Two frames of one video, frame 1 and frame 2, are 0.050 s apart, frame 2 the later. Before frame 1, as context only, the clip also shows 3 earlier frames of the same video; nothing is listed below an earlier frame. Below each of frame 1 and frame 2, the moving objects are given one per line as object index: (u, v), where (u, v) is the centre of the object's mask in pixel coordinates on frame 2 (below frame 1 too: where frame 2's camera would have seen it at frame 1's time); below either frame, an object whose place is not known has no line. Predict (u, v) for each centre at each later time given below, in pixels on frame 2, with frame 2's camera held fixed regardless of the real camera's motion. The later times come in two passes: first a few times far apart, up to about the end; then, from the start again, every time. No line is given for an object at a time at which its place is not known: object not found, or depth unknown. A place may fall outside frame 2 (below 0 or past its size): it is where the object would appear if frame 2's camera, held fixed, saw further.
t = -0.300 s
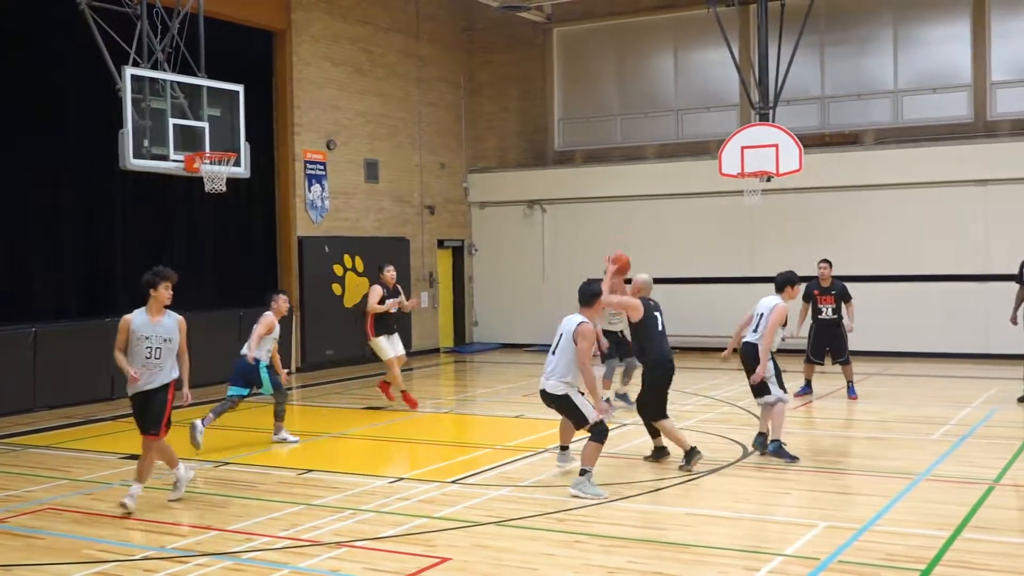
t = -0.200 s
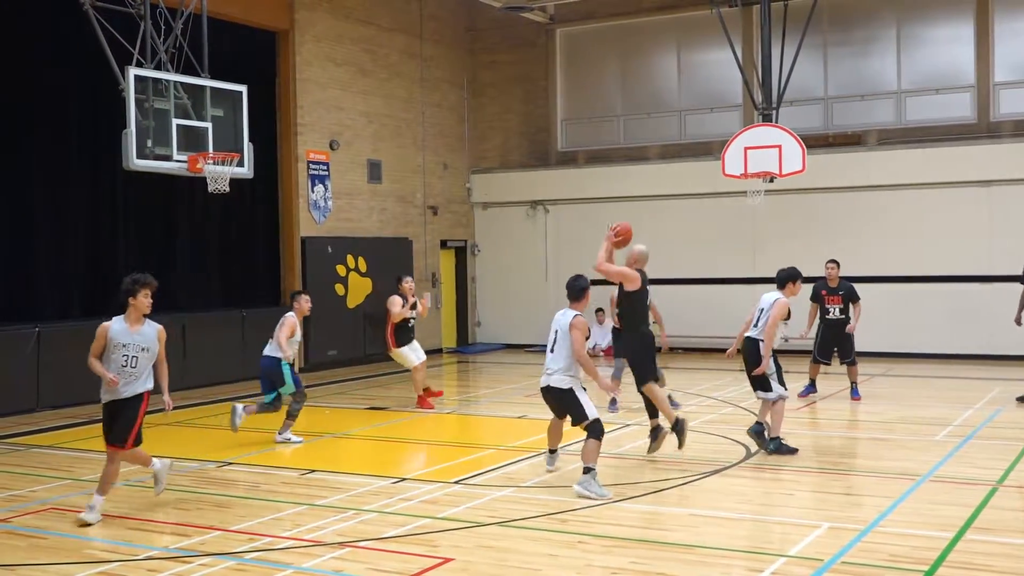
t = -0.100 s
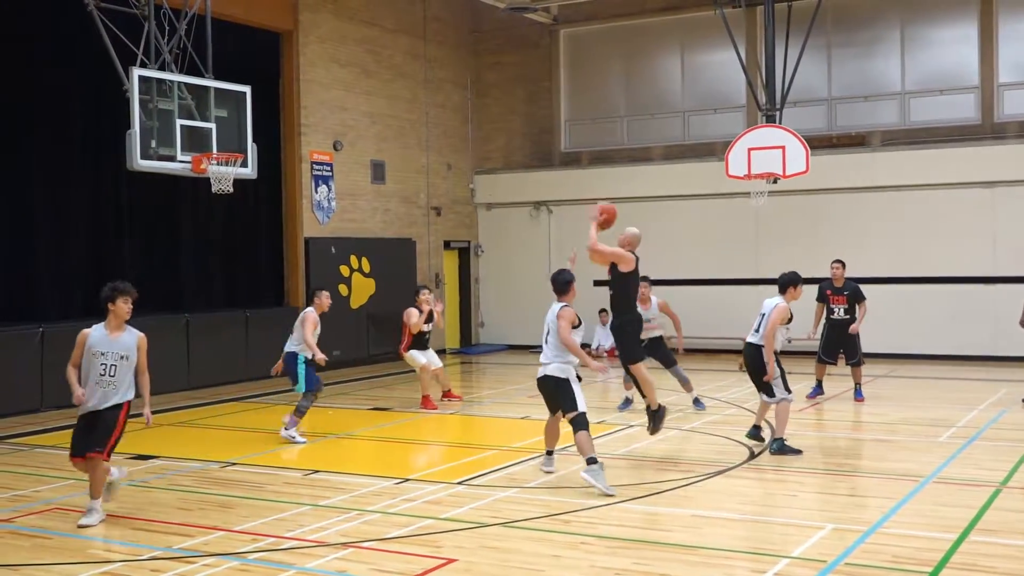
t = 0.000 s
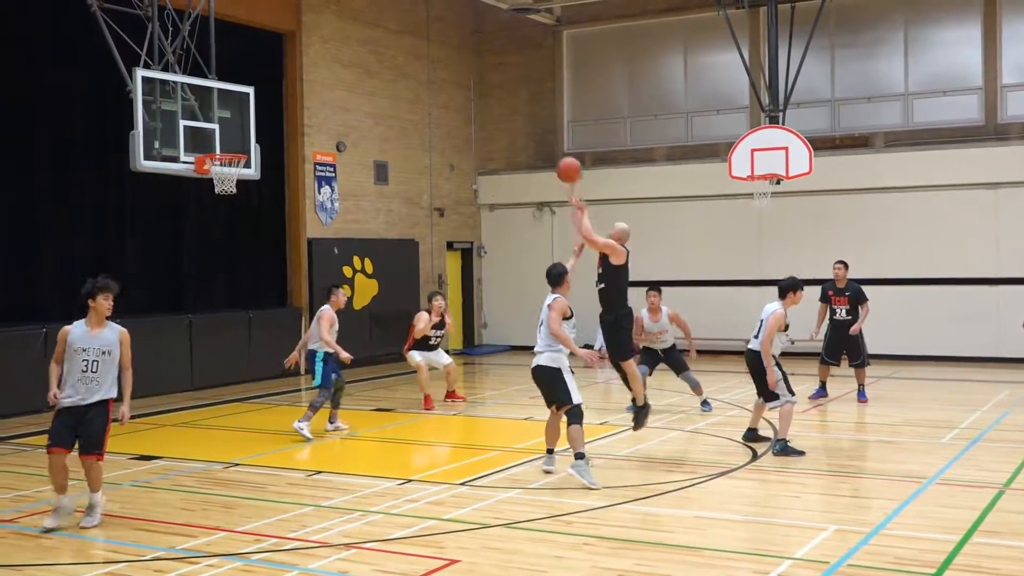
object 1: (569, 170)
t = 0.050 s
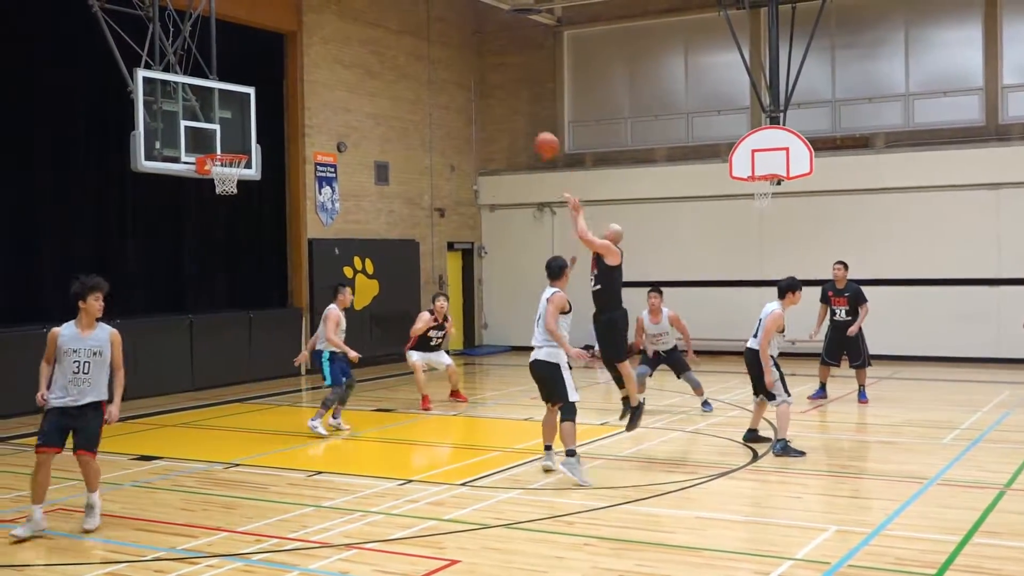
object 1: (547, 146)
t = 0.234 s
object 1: (464, 80)
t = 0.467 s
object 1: (370, 48)
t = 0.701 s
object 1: (288, 69)
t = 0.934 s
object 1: (215, 135)
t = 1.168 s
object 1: (257, 121)
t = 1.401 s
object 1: (316, 136)
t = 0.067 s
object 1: (539, 138)
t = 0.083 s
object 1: (531, 131)
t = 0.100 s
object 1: (523, 123)
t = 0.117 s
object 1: (516, 116)
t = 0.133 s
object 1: (508, 110)
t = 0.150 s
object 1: (500, 104)
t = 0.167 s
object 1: (493, 99)
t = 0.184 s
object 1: (486, 93)
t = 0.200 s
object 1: (478, 88)
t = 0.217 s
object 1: (471, 84)
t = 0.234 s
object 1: (464, 80)
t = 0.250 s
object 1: (457, 75)
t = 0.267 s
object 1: (450, 71)
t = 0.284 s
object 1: (443, 68)
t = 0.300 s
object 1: (437, 65)
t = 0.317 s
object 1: (430, 62)
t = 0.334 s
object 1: (423, 59)
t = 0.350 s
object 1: (416, 56)
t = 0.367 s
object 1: (410, 55)
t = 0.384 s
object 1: (402, 53)
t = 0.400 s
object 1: (396, 51)
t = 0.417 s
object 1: (389, 50)
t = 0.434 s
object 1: (383, 49)
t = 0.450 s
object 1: (377, 49)
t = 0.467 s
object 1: (370, 48)
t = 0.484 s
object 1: (364, 48)
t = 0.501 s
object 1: (358, 49)
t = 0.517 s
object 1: (352, 49)
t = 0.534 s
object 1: (345, 50)
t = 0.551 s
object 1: (339, 50)
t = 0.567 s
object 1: (334, 52)
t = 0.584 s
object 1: (328, 53)
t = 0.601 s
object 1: (322, 54)
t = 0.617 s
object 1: (316, 56)
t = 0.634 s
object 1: (311, 58)
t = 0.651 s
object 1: (305, 60)
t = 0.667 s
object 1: (299, 63)
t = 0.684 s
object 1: (293, 66)
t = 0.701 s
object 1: (288, 69)
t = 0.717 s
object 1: (282, 72)
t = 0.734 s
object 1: (277, 76)
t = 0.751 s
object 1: (271, 80)
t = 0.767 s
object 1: (266, 84)
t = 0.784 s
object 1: (261, 88)
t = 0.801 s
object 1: (256, 92)
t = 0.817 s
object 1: (251, 97)
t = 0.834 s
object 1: (245, 102)
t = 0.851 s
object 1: (240, 107)
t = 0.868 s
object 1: (235, 111)
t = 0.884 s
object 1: (230, 118)
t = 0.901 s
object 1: (225, 123)
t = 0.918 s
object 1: (220, 129)
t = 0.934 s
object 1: (215, 135)
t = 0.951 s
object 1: (209, 141)
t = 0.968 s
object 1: (208, 145)
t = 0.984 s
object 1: (211, 144)
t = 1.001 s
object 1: (215, 141)
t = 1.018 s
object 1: (221, 138)
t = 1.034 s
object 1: (224, 135)
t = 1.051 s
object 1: (228, 132)
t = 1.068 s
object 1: (232, 130)
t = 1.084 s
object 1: (236, 128)
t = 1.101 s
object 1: (241, 126)
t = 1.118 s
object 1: (244, 125)
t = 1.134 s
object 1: (248, 123)
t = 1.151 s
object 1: (253, 122)
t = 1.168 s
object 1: (257, 121)
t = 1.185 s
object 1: (262, 121)
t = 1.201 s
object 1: (266, 121)
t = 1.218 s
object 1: (269, 120)
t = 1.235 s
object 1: (273, 121)
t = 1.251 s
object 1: (278, 121)
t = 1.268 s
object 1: (282, 122)
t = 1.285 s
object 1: (286, 122)
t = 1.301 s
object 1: (291, 123)
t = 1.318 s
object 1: (295, 125)
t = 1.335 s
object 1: (299, 126)
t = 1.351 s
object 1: (304, 128)
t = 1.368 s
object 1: (308, 131)
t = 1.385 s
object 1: (313, 133)
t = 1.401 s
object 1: (316, 136)
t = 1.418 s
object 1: (321, 139)
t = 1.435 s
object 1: (326, 142)
